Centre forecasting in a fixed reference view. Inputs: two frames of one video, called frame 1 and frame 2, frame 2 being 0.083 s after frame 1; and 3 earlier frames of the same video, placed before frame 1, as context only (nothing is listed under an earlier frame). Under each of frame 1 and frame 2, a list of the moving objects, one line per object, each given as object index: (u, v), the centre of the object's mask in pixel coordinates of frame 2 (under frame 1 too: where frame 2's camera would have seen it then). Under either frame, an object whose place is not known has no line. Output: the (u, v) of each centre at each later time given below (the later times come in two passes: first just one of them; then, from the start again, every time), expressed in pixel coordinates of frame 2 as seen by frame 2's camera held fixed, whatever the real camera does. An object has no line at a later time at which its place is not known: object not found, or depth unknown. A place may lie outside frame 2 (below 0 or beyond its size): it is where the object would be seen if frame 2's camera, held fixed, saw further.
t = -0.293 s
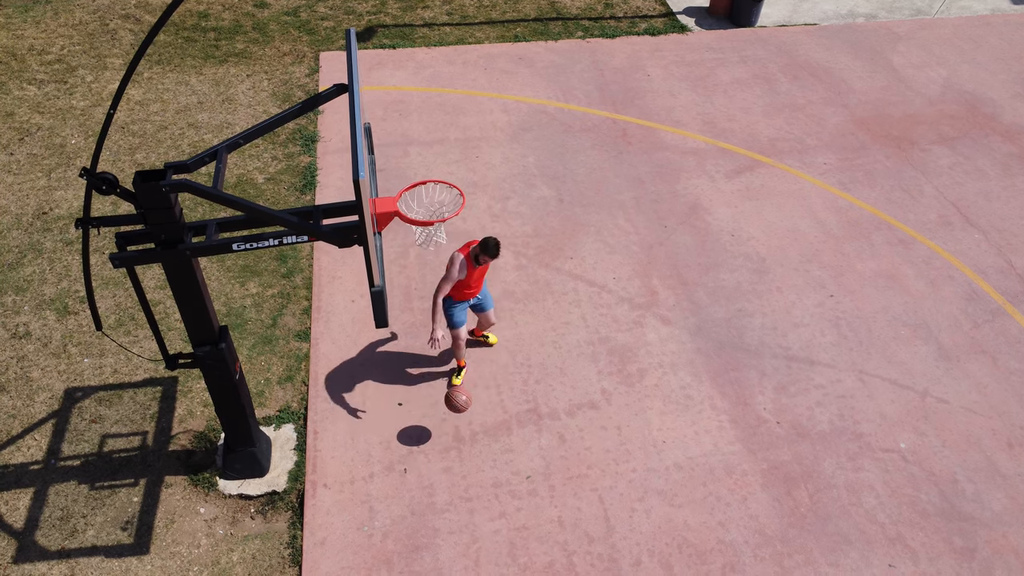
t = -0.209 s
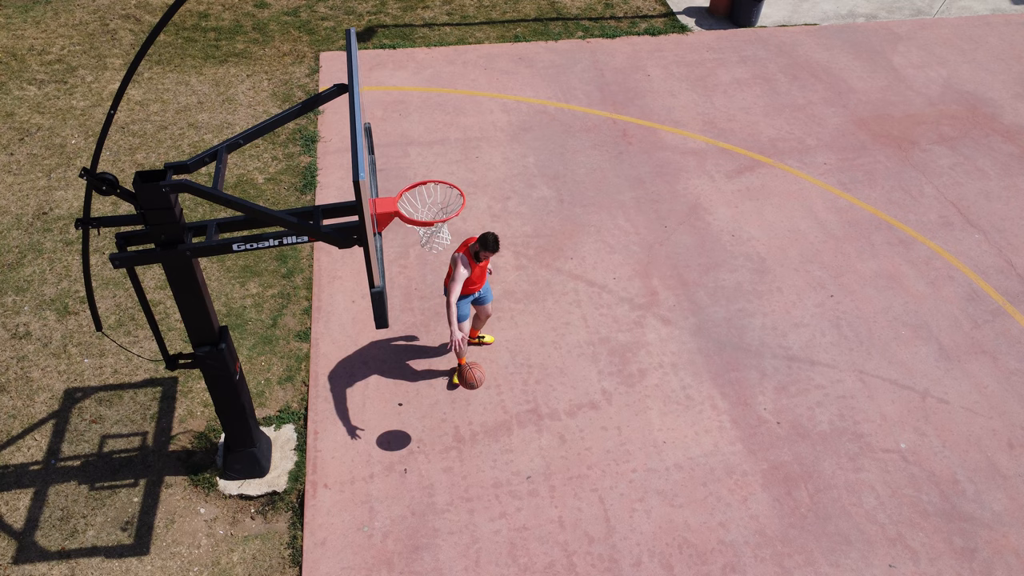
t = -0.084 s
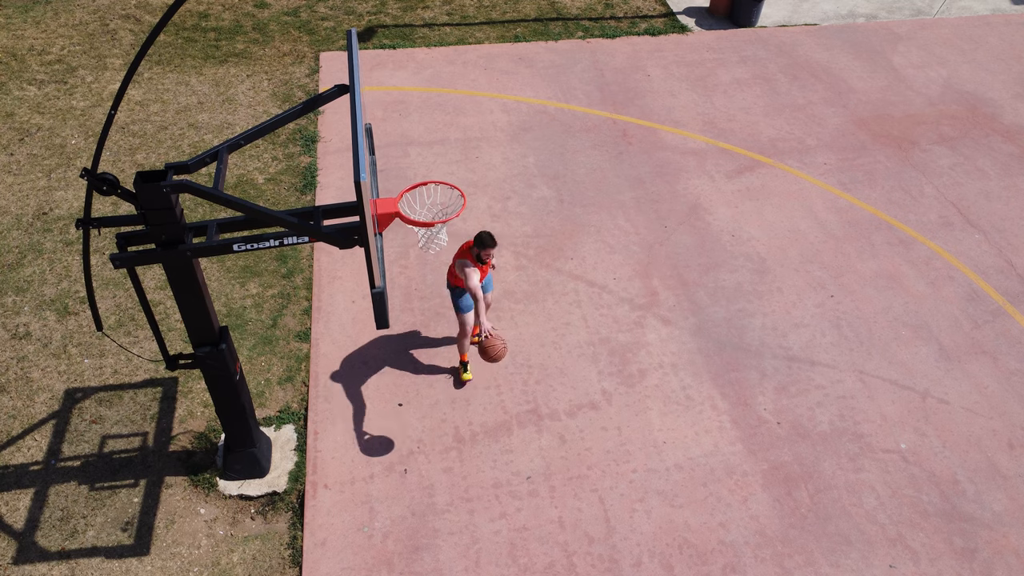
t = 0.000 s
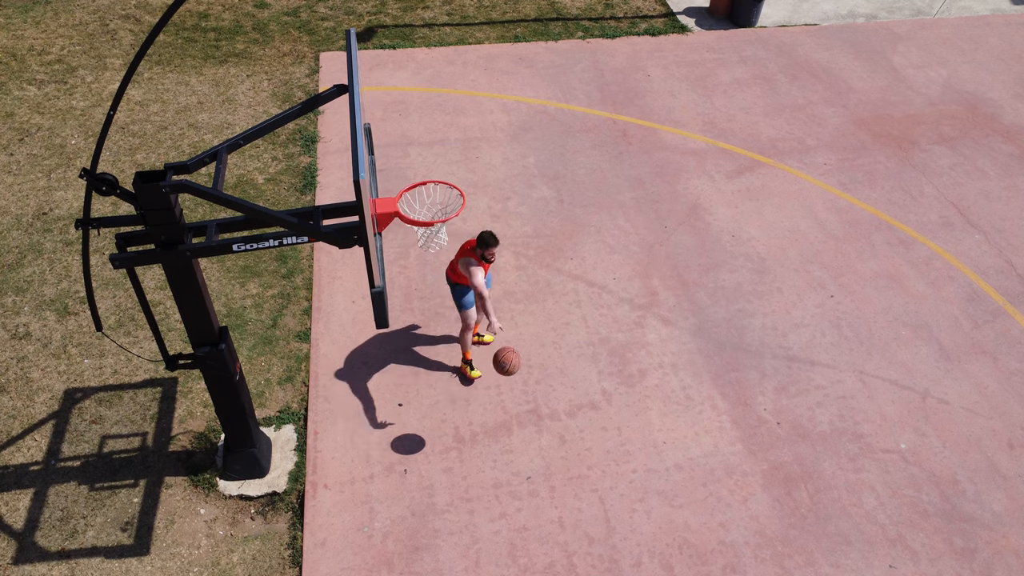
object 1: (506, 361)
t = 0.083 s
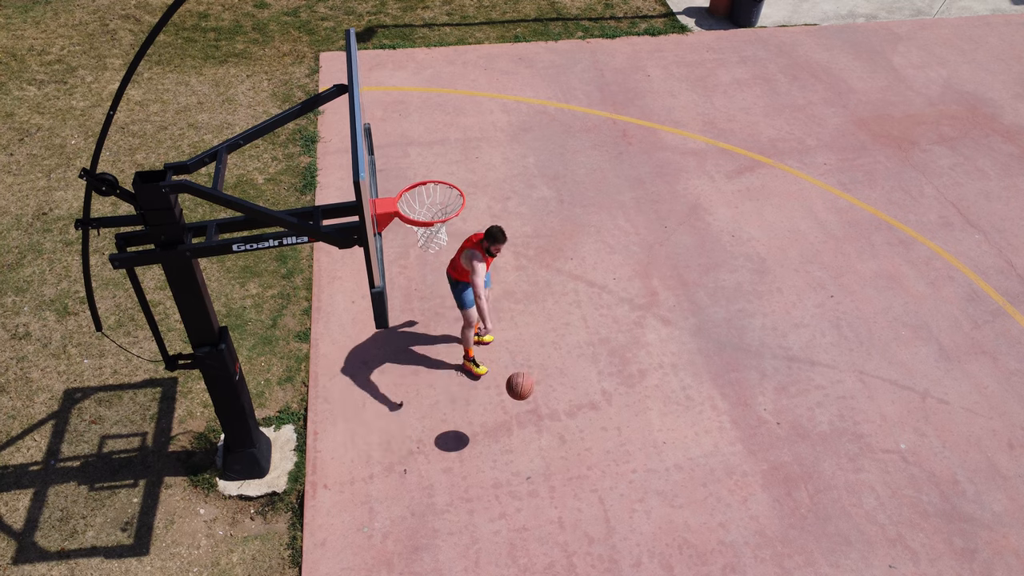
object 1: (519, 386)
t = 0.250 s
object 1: (538, 413)
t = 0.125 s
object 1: (525, 399)
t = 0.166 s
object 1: (531, 414)
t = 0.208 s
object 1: (536, 428)
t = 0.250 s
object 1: (538, 413)
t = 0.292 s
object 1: (539, 399)
